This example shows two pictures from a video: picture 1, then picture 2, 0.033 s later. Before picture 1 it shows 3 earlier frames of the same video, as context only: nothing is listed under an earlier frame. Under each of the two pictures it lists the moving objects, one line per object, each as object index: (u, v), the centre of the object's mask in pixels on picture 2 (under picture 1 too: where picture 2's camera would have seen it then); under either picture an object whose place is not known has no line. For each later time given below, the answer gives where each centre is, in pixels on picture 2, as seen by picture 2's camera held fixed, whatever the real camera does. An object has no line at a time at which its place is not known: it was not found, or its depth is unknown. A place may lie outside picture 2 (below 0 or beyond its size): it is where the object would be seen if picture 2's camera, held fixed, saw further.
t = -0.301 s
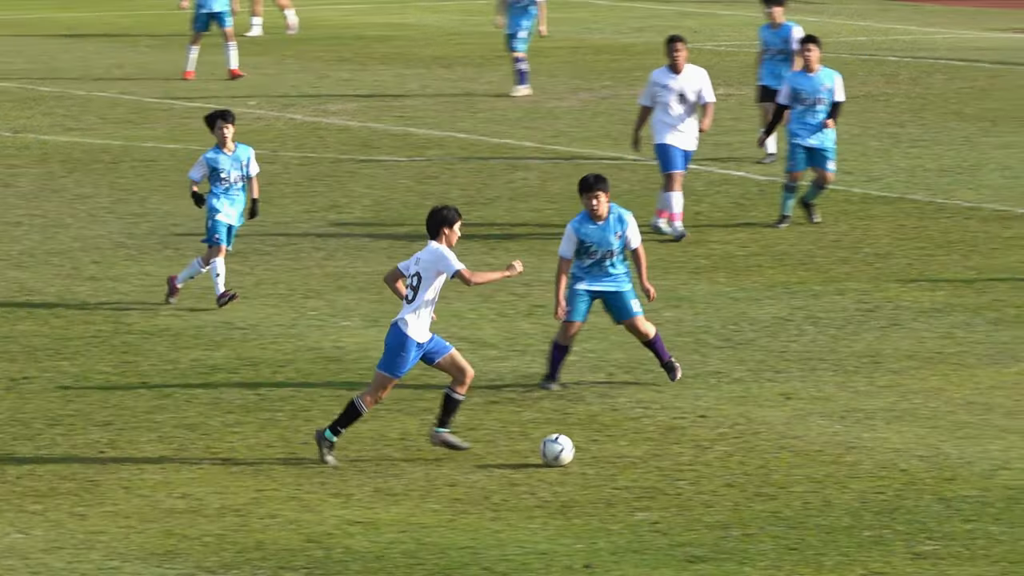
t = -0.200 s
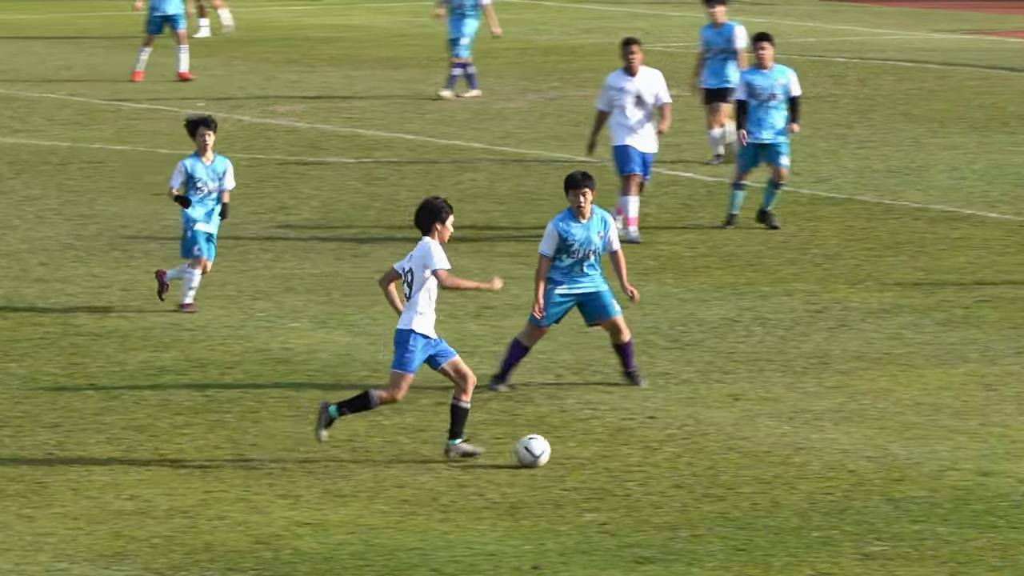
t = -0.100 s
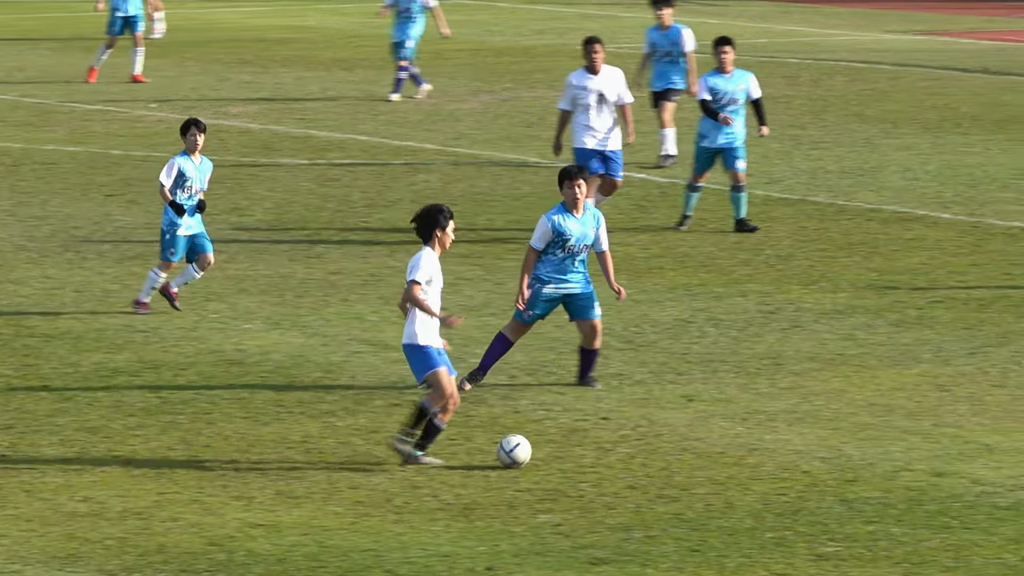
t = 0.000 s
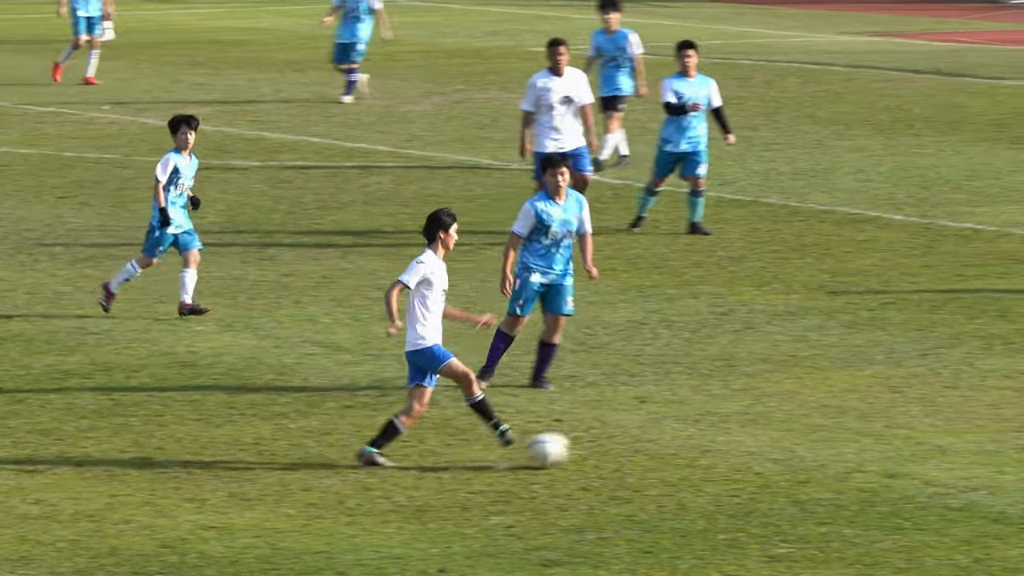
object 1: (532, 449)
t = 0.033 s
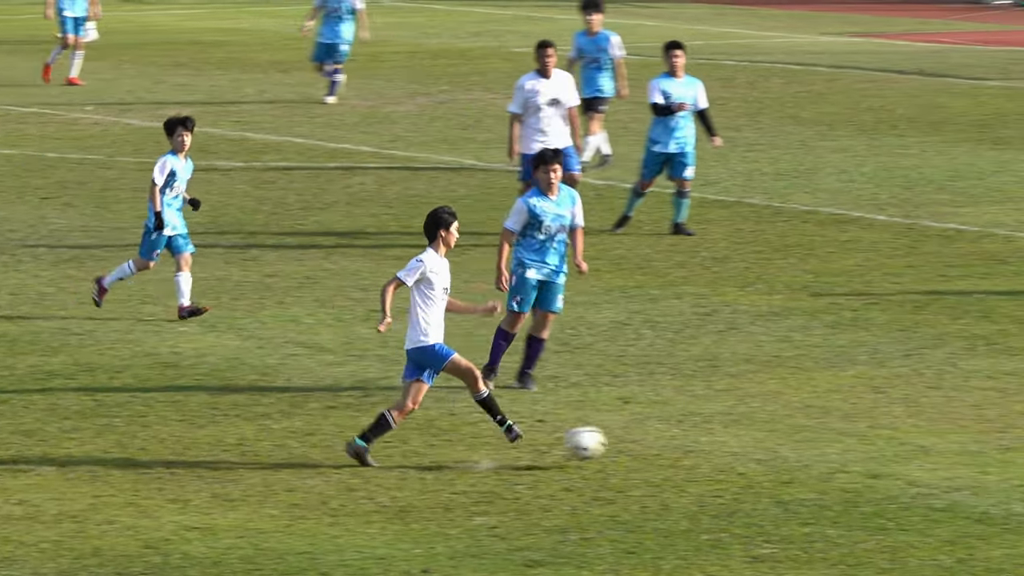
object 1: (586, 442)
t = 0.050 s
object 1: (612, 439)
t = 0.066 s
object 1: (638, 437)
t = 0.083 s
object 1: (664, 436)
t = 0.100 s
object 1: (691, 434)
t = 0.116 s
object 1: (717, 433)
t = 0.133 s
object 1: (743, 433)
